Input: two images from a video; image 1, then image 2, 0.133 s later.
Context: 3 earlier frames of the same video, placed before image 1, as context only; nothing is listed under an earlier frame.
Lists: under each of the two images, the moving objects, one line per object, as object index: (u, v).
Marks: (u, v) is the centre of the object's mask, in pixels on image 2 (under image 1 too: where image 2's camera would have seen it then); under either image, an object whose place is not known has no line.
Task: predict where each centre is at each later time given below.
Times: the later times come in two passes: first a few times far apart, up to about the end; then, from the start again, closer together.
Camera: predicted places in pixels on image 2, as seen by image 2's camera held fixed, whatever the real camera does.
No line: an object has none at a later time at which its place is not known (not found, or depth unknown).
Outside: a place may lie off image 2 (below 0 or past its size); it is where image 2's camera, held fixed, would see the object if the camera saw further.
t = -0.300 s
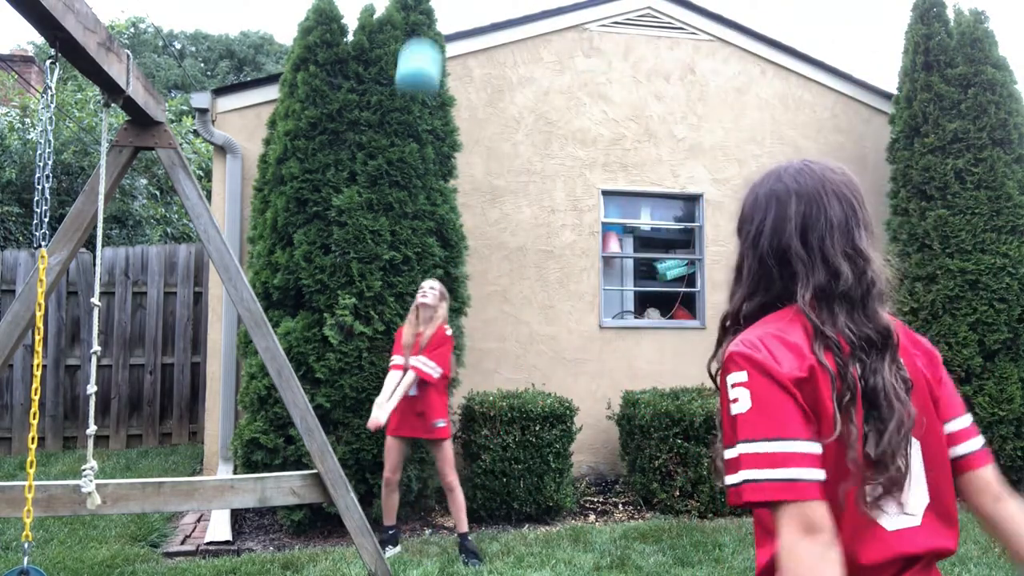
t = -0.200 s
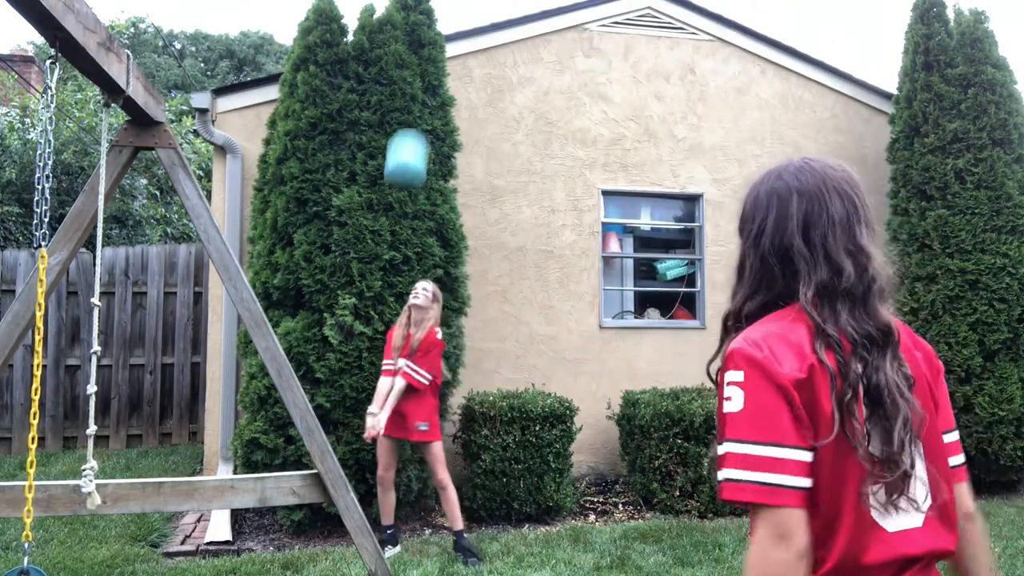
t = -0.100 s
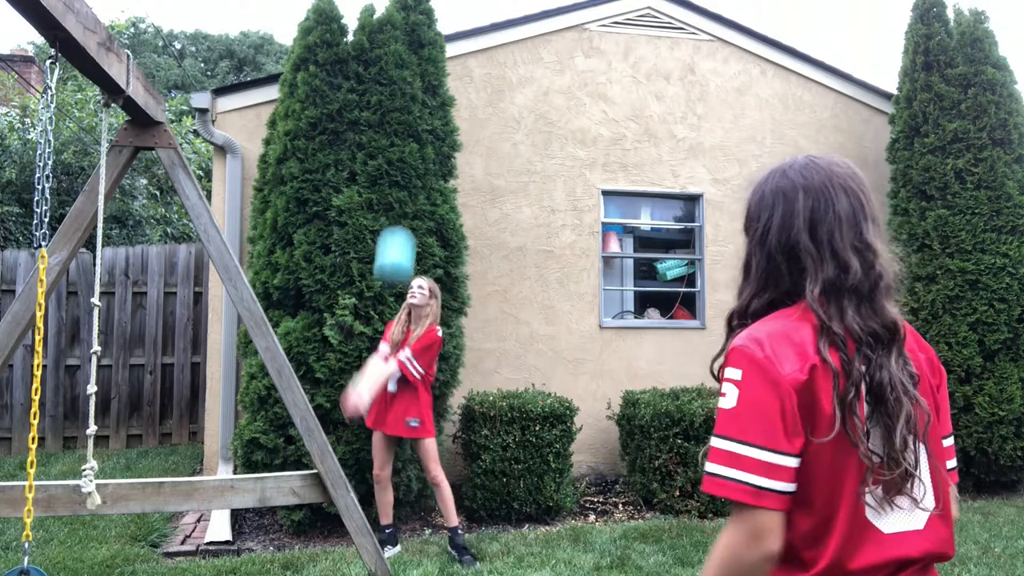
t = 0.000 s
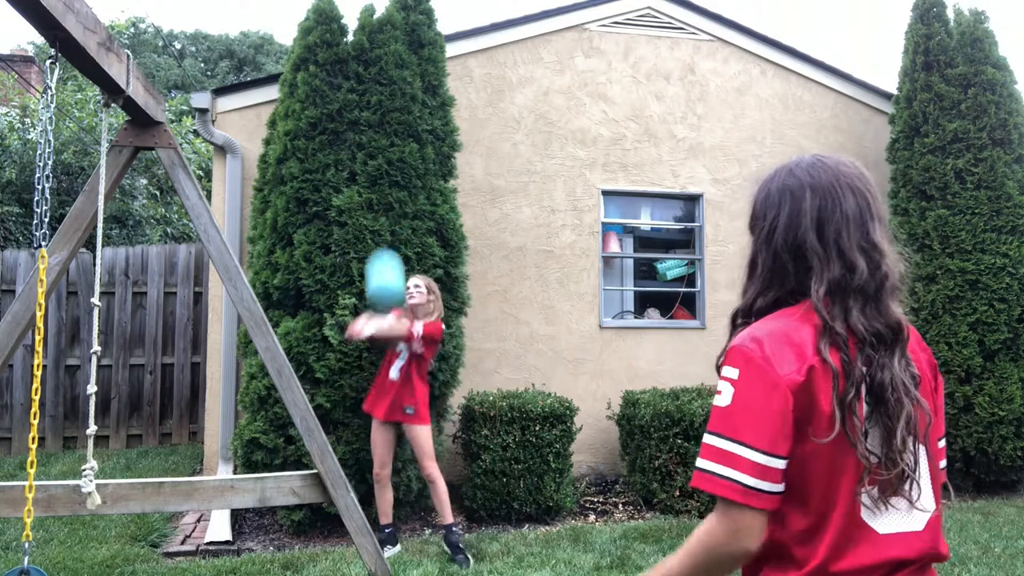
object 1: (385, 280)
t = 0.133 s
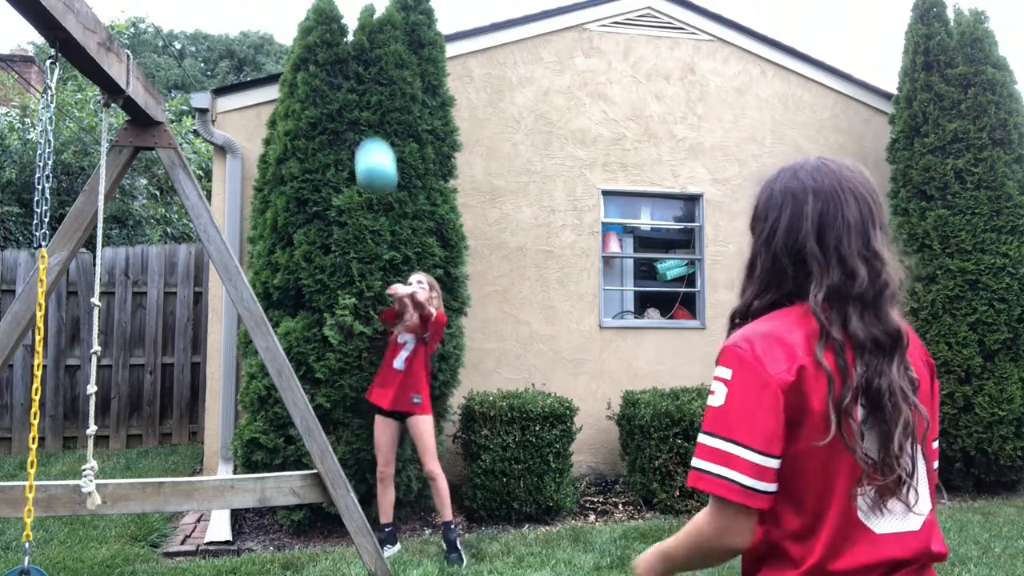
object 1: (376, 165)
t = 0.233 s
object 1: (367, 103)
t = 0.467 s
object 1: (347, 28)
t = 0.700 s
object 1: (322, 57)
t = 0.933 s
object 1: (294, 209)
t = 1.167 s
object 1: (259, 503)
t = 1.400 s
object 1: (246, 547)
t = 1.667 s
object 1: (245, 482)
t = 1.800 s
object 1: (244, 509)
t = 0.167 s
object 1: (373, 143)
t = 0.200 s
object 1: (370, 122)
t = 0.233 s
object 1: (367, 103)
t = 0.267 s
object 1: (365, 86)
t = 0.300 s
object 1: (362, 70)
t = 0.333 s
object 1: (359, 58)
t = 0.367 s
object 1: (356, 46)
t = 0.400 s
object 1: (354, 39)
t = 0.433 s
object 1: (350, 32)
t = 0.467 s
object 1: (347, 28)
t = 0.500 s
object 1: (344, 25)
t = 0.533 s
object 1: (340, 25)
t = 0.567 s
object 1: (337, 27)
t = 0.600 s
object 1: (333, 30)
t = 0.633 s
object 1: (329, 37)
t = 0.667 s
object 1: (326, 44)
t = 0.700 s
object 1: (322, 57)
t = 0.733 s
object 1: (318, 70)
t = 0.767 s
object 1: (314, 86)
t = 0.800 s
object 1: (310, 106)
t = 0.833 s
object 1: (306, 128)
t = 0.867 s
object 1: (302, 153)
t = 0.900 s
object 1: (298, 180)
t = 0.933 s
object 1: (294, 209)
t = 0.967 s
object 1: (290, 241)
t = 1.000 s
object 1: (285, 278)
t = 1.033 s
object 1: (281, 315)
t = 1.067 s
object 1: (275, 357)
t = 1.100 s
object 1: (269, 403)
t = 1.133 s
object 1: (265, 446)
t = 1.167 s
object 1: (259, 503)
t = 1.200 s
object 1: (255, 546)
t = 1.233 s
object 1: (253, 572)
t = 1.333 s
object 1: (246, 567)
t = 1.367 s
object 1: (246, 557)
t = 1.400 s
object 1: (246, 547)
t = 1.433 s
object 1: (245, 529)
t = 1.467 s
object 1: (246, 512)
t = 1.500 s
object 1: (246, 501)
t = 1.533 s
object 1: (246, 490)
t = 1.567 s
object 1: (245, 484)
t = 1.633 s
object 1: (245, 482)
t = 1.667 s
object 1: (245, 482)
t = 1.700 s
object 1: (245, 483)
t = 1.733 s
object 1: (245, 489)
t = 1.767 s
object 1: (244, 497)
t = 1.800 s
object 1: (244, 509)
